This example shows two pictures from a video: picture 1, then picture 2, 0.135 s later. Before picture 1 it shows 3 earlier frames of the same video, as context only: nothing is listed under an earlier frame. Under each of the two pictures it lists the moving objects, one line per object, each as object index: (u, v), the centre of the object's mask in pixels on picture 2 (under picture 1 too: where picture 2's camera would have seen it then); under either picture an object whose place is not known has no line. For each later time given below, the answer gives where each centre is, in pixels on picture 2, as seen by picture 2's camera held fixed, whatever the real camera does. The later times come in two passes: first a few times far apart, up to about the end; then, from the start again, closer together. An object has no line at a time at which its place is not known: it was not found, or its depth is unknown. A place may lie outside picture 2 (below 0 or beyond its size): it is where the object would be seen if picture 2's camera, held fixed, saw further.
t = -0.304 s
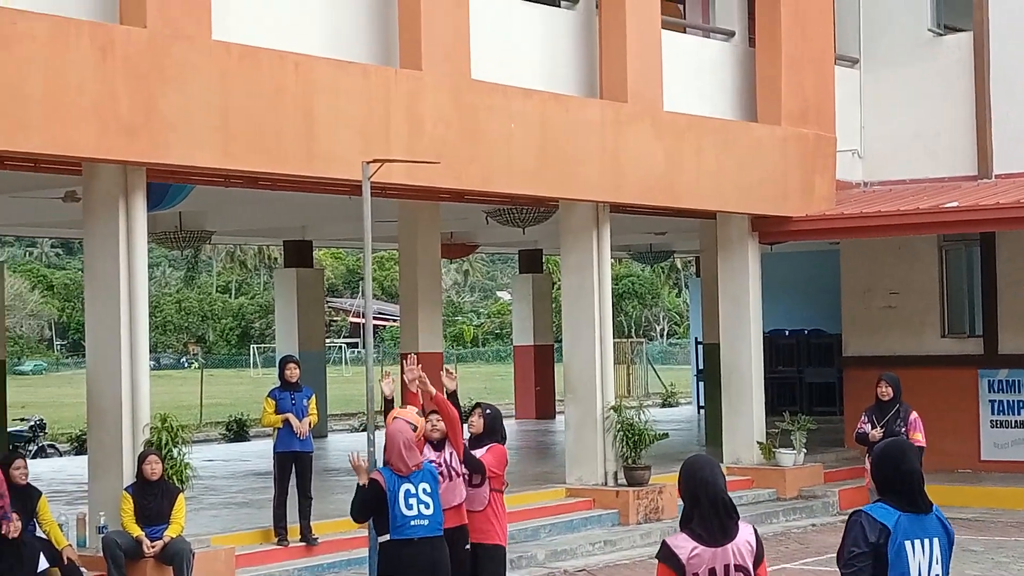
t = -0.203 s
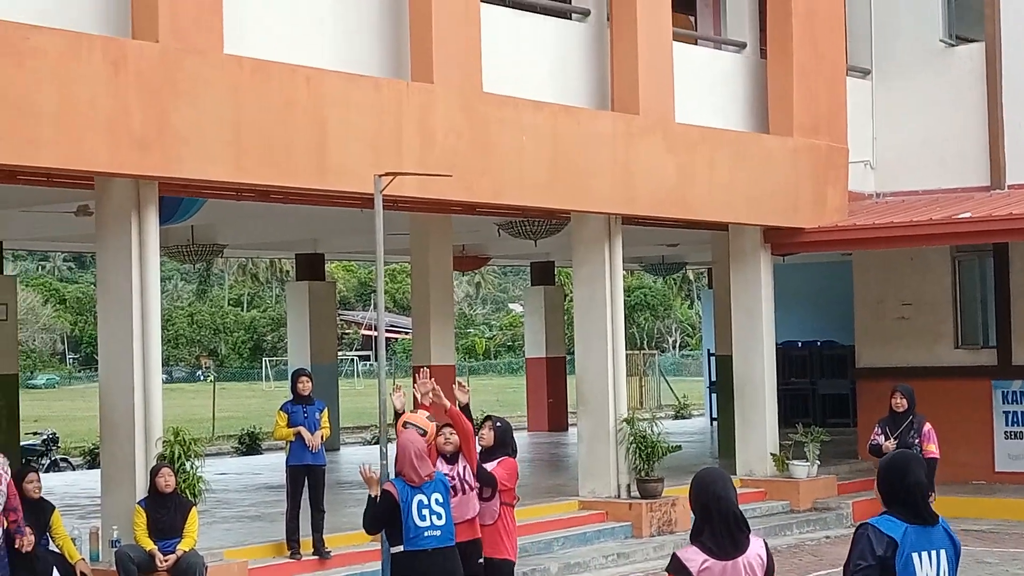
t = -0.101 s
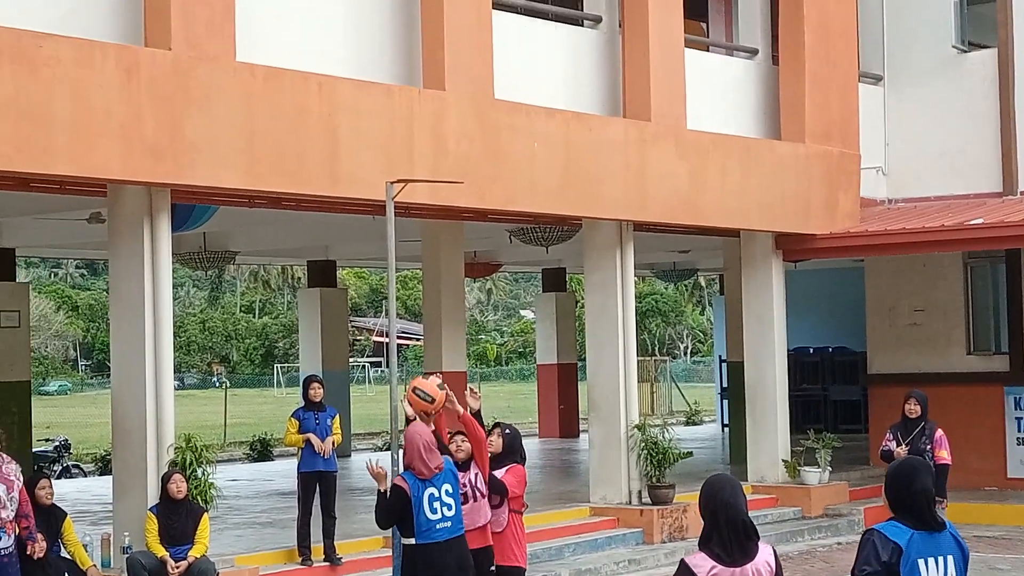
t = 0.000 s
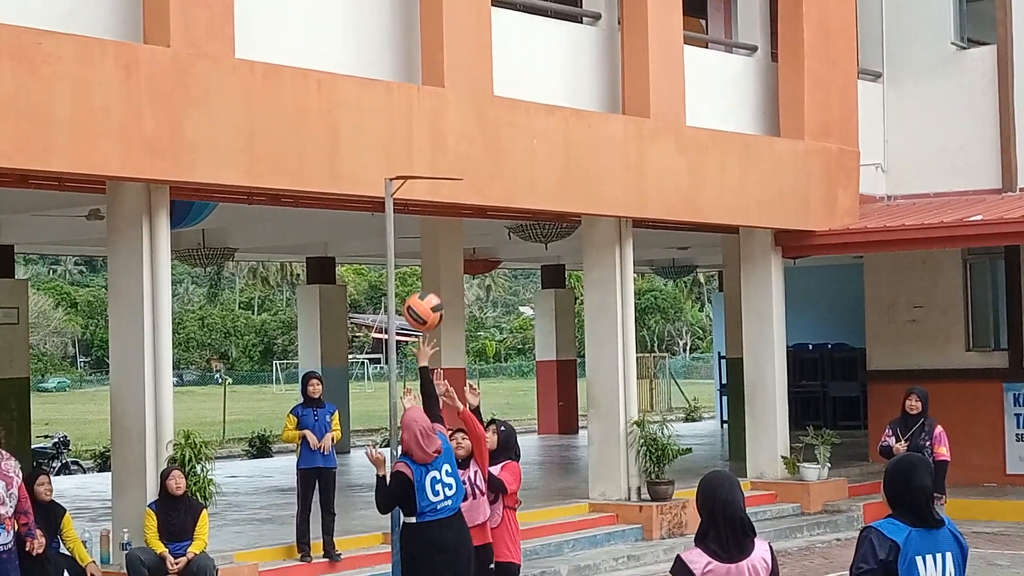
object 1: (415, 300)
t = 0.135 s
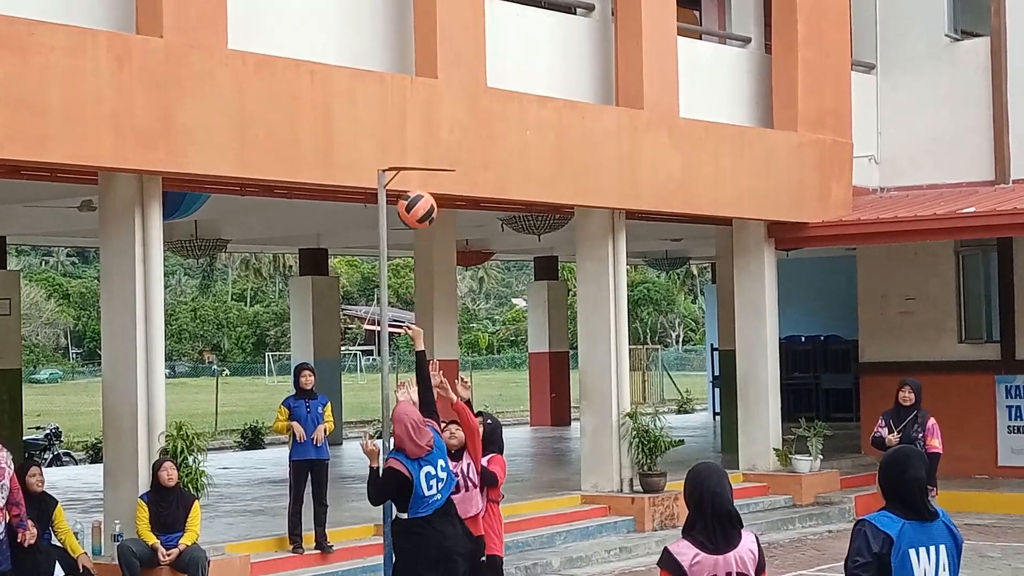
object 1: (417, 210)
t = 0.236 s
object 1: (418, 161)
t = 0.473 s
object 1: (420, 119)
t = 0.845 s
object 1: (429, 236)
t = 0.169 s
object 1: (417, 190)
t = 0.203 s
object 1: (417, 174)
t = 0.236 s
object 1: (418, 161)
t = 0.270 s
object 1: (418, 150)
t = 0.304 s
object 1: (418, 140)
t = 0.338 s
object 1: (419, 132)
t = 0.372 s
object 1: (419, 126)
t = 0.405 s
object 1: (420, 122)
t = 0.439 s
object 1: (420, 119)
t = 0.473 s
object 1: (420, 119)
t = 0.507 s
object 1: (421, 121)
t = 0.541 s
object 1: (422, 125)
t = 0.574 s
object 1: (421, 131)
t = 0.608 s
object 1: (422, 138)
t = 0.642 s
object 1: (423, 148)
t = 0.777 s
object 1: (428, 200)
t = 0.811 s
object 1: (428, 217)
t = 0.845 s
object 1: (429, 236)
